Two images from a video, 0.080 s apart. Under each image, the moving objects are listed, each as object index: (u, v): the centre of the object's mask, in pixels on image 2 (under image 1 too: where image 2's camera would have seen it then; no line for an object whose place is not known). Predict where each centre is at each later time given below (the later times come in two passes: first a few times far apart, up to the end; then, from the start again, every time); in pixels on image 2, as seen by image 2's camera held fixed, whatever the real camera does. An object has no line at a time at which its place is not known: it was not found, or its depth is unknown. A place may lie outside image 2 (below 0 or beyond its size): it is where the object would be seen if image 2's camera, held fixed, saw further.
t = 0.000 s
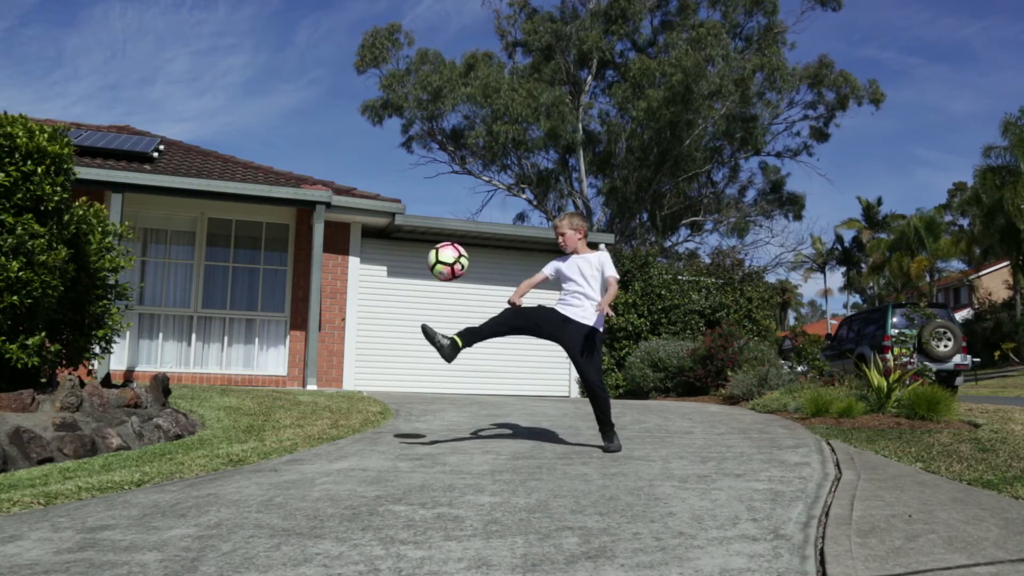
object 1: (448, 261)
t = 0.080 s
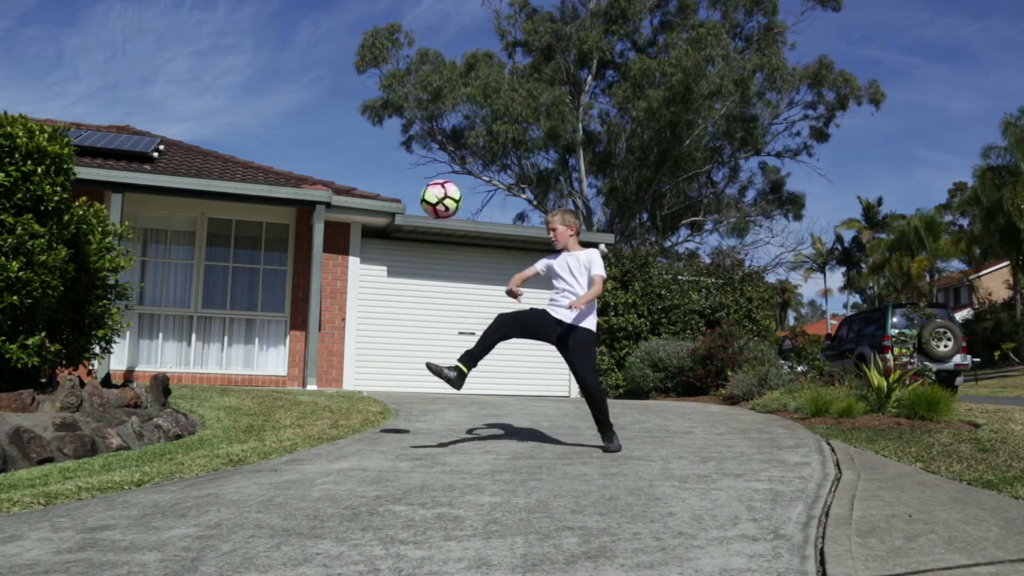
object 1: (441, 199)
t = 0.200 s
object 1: (430, 125)
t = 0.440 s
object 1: (403, 46)
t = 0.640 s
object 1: (375, 60)
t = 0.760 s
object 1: (353, 109)
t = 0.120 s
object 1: (437, 172)
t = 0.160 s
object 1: (434, 147)
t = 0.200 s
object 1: (430, 125)
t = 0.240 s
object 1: (426, 105)
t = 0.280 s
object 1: (422, 88)
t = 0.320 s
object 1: (418, 74)
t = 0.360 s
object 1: (414, 62)
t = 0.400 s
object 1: (408, 53)
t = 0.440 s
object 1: (403, 46)
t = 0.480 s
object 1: (399, 43)
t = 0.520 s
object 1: (393, 43)
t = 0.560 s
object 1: (387, 45)
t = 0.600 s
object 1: (381, 51)
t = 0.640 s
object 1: (375, 60)
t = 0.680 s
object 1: (368, 72)
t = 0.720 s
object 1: (361, 89)
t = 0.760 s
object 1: (353, 109)
